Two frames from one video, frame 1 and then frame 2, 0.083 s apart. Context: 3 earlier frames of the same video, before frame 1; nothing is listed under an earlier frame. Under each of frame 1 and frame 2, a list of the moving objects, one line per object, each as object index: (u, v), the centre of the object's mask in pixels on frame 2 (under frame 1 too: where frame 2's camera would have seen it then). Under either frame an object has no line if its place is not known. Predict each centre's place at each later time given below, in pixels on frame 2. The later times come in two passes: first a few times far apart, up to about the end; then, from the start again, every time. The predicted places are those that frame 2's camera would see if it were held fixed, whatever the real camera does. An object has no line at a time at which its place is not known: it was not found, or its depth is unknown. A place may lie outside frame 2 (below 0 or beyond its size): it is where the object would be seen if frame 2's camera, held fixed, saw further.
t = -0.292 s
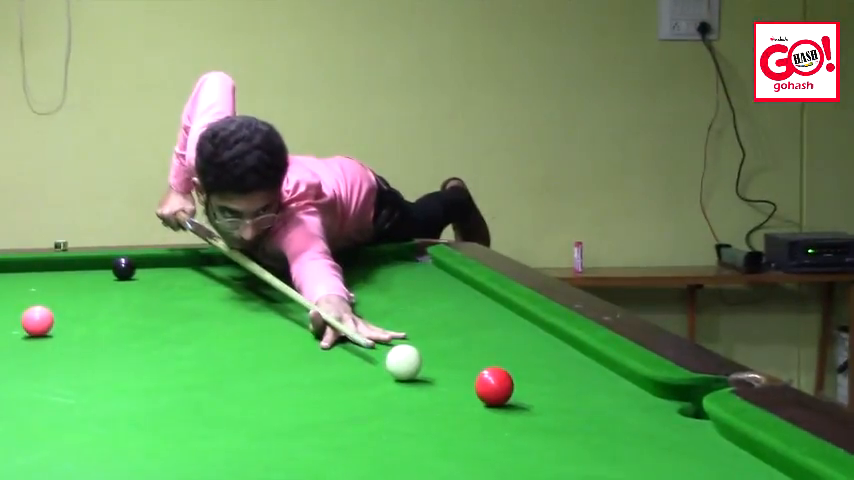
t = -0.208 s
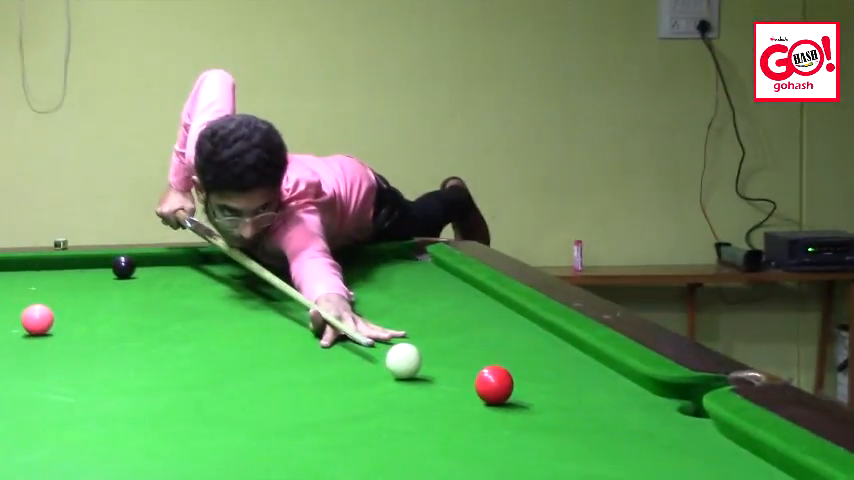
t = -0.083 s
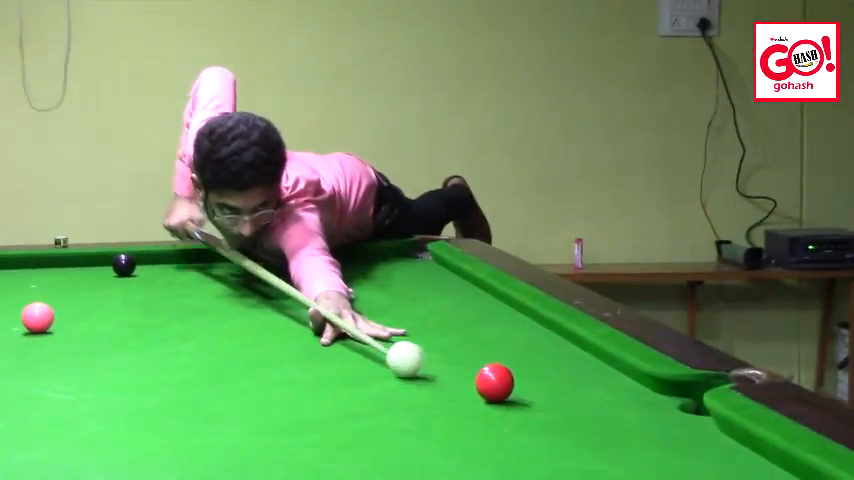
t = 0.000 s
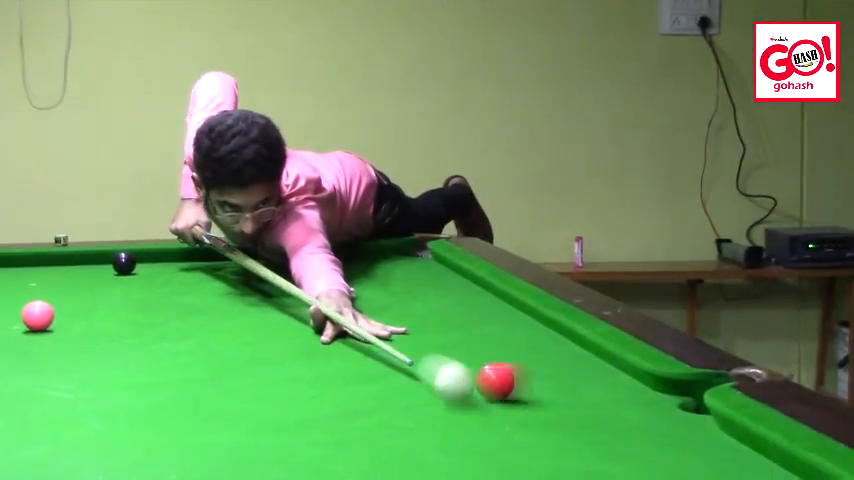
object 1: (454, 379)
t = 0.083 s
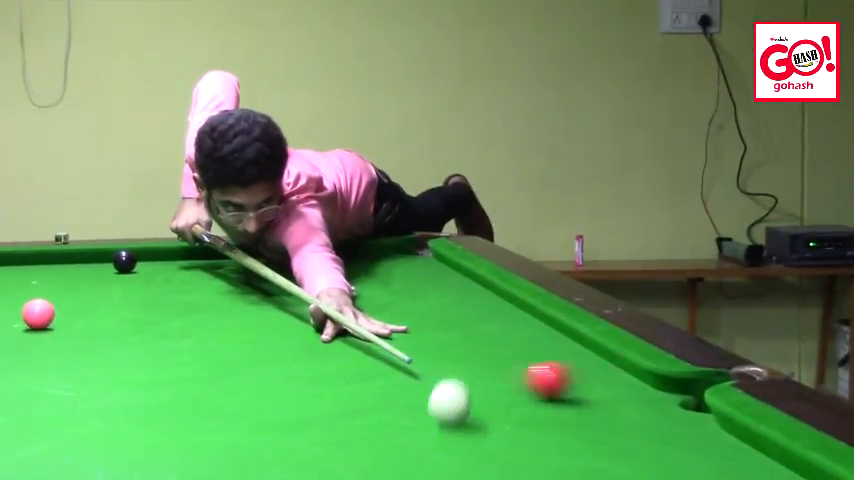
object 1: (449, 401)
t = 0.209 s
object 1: (438, 438)
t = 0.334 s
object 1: (425, 466)
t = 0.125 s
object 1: (445, 412)
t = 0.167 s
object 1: (442, 424)
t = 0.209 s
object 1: (438, 438)
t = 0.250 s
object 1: (434, 450)
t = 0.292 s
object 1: (429, 460)
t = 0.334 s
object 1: (425, 466)
